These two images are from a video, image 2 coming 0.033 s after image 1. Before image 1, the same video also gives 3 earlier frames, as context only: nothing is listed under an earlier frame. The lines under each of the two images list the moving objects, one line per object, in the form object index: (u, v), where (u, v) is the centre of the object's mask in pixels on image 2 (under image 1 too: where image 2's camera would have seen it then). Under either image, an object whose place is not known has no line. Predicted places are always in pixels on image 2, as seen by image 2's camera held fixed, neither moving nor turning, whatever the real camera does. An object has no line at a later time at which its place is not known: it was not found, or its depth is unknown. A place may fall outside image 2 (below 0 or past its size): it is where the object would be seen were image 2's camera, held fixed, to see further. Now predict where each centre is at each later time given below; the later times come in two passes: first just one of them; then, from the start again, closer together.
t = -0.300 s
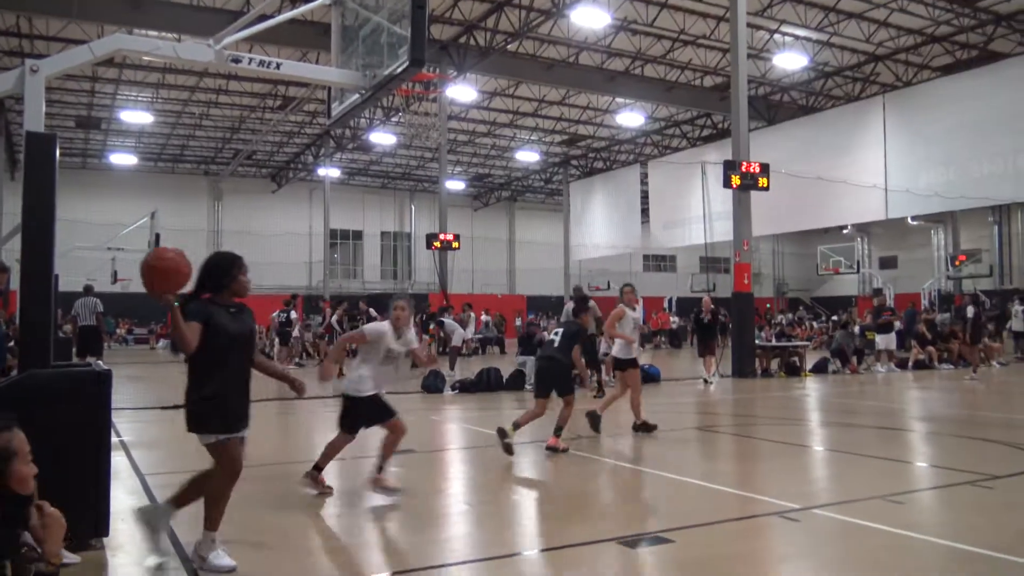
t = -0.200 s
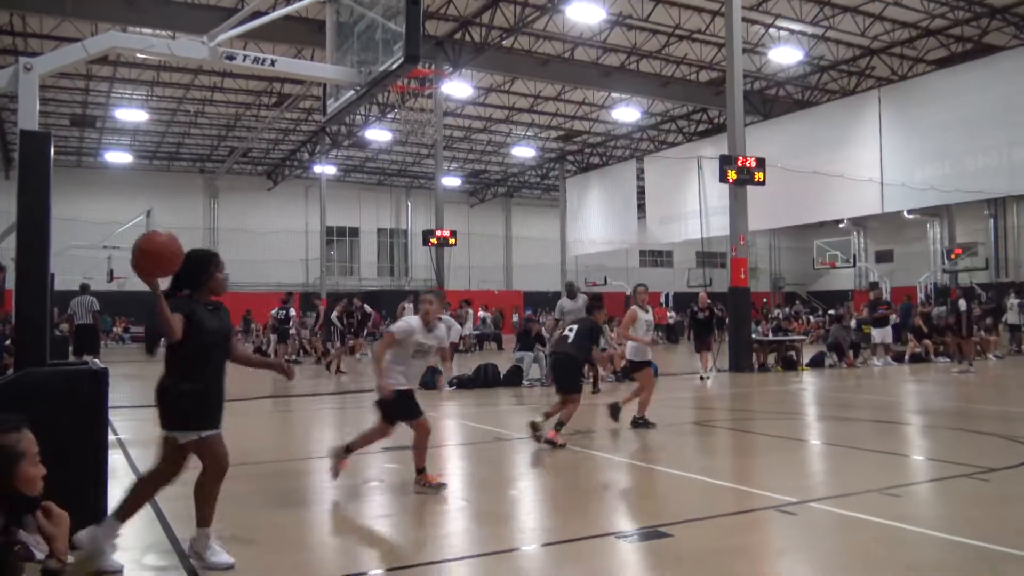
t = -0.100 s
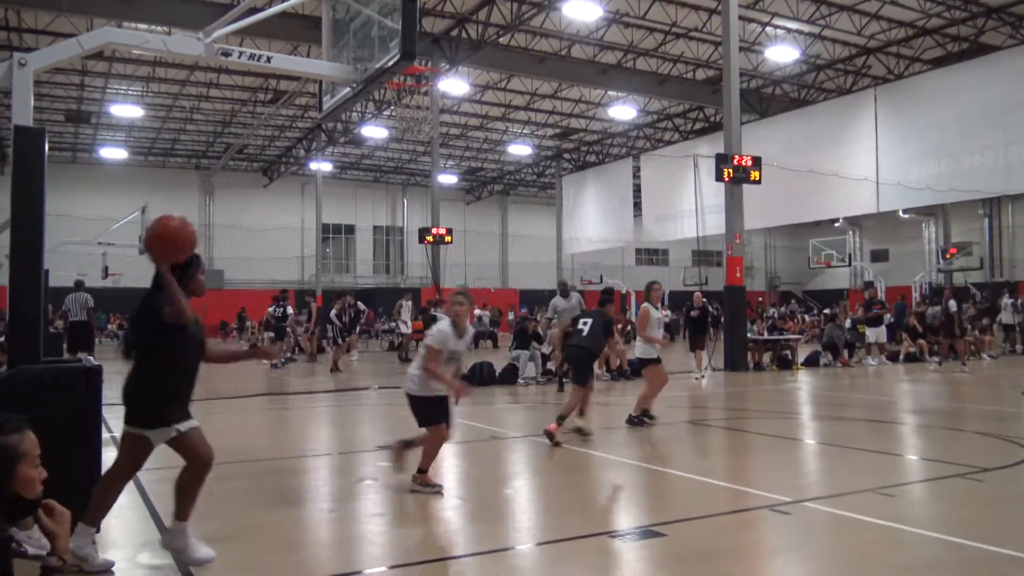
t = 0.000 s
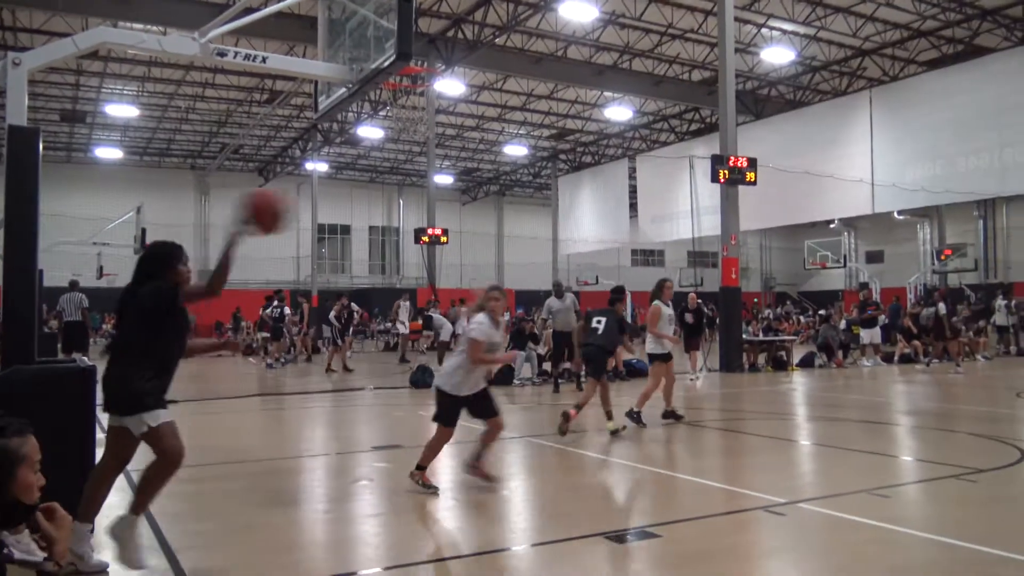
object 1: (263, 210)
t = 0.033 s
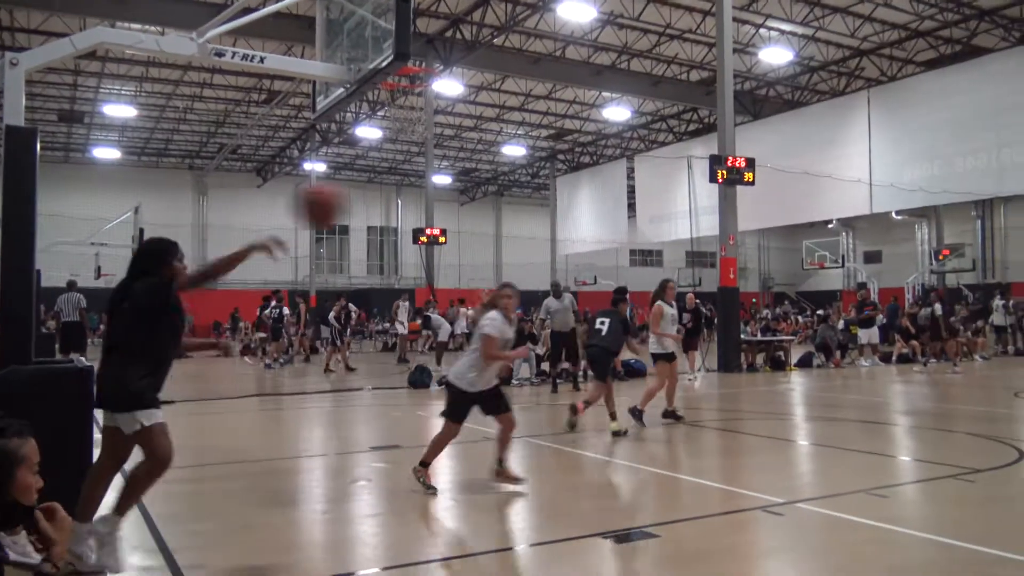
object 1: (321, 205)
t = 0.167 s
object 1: (535, 205)
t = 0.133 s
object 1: (482, 202)
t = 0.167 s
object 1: (535, 205)
